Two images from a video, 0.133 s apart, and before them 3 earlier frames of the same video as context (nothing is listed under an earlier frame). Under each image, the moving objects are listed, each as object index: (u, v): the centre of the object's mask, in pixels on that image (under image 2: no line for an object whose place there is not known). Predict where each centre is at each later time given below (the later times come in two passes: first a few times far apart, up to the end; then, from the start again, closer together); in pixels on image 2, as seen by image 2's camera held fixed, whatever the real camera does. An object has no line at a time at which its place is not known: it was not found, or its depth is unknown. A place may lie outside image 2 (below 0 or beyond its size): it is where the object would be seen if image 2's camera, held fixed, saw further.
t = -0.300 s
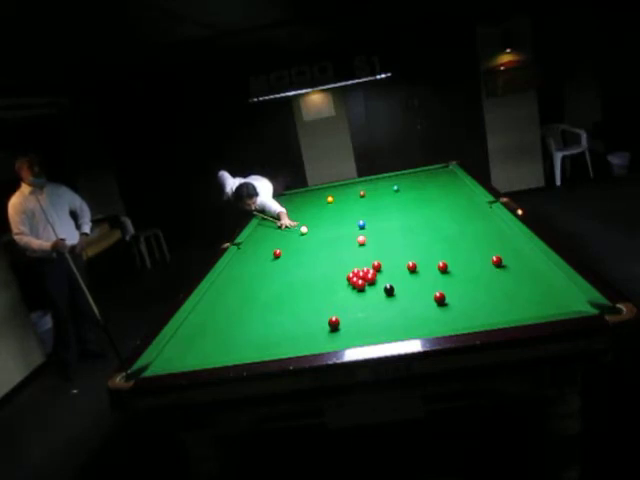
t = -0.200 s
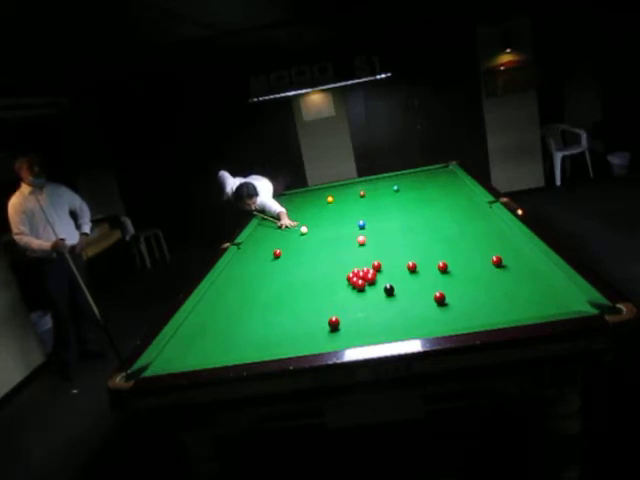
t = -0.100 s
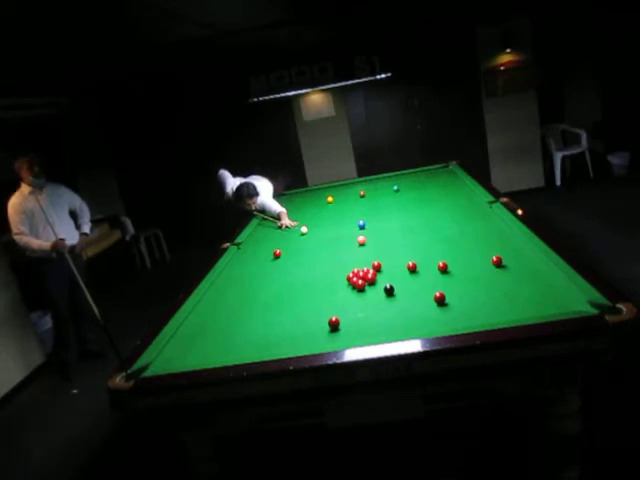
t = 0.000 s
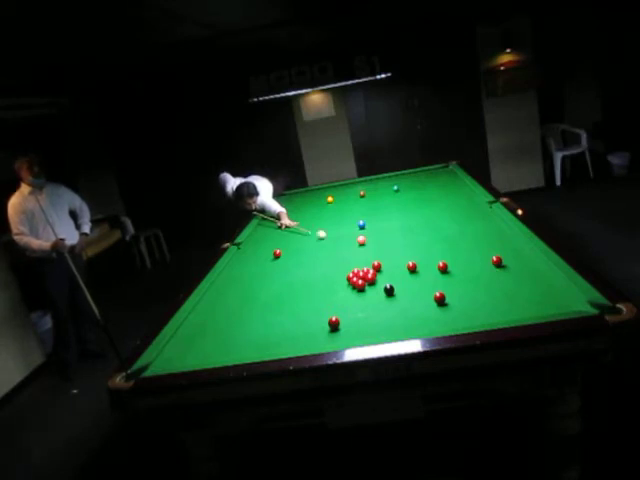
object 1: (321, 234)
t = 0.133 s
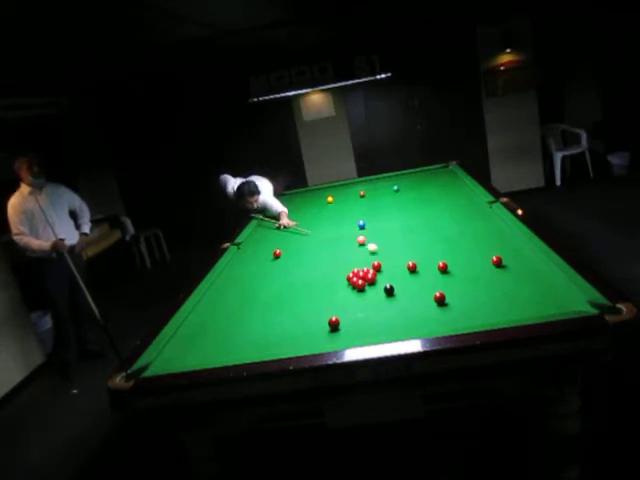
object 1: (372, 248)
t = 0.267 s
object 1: (434, 264)
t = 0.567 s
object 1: (436, 265)
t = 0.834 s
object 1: (436, 265)
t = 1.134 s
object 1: (436, 265)
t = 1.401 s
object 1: (436, 265)
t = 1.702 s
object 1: (436, 265)
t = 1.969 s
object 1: (436, 265)
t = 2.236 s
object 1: (436, 265)
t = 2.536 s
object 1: (436, 265)
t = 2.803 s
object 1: (436, 265)
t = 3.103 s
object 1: (436, 265)
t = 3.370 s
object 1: (435, 265)
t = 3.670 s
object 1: (435, 265)
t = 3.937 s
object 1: (435, 265)
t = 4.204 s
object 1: (435, 265)
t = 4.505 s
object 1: (435, 265)
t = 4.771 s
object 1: (435, 265)
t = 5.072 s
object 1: (435, 265)
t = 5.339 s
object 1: (435, 265)
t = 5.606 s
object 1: (435, 265)
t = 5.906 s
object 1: (435, 265)
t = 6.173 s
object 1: (435, 265)
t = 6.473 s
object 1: (435, 265)
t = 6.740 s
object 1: (435, 265)
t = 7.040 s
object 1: (435, 265)
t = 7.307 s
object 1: (435, 265)
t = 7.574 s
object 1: (435, 265)
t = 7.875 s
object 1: (435, 265)
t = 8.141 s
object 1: (435, 265)
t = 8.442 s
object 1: (435, 265)
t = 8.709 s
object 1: (435, 265)
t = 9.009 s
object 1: (436, 265)
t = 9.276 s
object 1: (436, 265)
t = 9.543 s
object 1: (435, 265)
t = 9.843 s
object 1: (436, 265)
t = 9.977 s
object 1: (435, 265)
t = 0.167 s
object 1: (386, 251)
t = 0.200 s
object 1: (402, 255)
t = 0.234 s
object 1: (418, 260)
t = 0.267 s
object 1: (434, 264)
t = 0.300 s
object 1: (436, 265)
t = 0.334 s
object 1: (436, 265)
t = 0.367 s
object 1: (436, 265)
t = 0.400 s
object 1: (436, 265)
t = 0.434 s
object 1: (436, 265)
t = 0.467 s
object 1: (436, 265)
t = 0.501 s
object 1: (436, 265)
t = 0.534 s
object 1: (436, 265)
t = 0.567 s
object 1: (436, 265)
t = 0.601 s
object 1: (436, 265)
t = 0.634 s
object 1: (436, 265)
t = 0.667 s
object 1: (436, 265)
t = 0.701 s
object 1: (436, 265)
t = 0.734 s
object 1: (436, 265)
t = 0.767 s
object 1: (436, 265)
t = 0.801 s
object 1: (436, 265)
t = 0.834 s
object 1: (436, 265)
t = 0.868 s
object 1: (436, 265)
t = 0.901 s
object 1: (436, 265)
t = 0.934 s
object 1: (436, 265)
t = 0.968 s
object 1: (436, 265)
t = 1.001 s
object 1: (436, 265)
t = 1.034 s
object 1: (436, 265)
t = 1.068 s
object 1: (436, 265)
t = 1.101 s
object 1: (436, 265)
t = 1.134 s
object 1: (436, 265)
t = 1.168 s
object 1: (436, 265)
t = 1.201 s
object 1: (436, 265)
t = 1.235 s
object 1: (436, 265)
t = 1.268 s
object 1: (436, 265)
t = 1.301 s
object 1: (436, 265)
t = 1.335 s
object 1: (436, 265)
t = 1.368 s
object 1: (436, 265)
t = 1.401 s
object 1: (436, 265)
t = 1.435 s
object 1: (436, 265)
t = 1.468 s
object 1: (436, 265)
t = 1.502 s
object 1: (436, 265)
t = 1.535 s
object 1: (436, 265)
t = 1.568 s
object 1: (436, 265)
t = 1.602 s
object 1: (436, 265)
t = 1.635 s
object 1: (436, 265)
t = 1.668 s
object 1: (436, 265)
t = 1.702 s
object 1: (436, 265)
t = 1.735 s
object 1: (436, 265)
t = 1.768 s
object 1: (436, 265)
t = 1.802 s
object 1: (436, 265)
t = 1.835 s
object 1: (436, 265)
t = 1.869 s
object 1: (436, 265)
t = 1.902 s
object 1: (436, 265)
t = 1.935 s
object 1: (436, 265)
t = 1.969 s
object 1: (436, 265)
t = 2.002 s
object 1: (436, 265)
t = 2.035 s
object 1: (436, 265)
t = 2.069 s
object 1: (436, 265)
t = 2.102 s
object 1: (436, 265)
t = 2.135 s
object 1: (436, 265)
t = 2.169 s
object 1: (436, 265)
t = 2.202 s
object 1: (436, 265)
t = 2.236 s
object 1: (436, 265)
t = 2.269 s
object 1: (436, 265)
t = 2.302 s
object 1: (436, 265)
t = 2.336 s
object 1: (436, 265)
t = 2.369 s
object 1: (436, 265)
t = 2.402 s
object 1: (436, 265)
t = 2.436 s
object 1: (436, 265)
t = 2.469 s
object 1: (436, 265)
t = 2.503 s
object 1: (436, 265)
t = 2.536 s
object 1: (436, 265)
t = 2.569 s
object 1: (436, 265)
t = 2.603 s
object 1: (436, 265)
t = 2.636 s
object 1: (436, 265)
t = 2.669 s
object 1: (436, 265)
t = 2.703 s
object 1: (436, 265)
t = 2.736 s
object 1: (436, 265)
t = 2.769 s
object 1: (436, 265)
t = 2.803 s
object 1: (436, 265)
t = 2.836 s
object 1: (436, 265)
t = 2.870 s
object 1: (436, 265)
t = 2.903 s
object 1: (436, 265)
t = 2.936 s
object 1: (436, 265)
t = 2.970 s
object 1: (436, 265)
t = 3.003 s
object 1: (436, 265)
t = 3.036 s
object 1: (436, 265)
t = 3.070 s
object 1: (436, 265)
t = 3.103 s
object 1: (436, 265)
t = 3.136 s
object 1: (436, 265)
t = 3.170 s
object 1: (436, 265)
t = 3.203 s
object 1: (436, 265)
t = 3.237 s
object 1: (436, 265)
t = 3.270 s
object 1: (436, 265)
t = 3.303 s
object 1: (436, 265)
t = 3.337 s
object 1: (436, 265)
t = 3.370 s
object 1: (435, 265)
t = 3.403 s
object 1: (435, 265)
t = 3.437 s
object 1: (435, 265)
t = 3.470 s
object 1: (435, 265)
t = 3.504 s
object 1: (435, 265)
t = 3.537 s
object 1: (435, 265)
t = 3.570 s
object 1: (435, 265)
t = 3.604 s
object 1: (435, 265)
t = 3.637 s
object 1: (435, 265)
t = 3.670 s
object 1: (435, 265)
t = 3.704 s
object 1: (435, 265)
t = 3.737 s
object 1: (435, 265)
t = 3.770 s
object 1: (435, 265)
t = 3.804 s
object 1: (435, 265)
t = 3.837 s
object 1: (435, 265)
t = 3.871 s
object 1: (435, 265)
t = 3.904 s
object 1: (435, 265)
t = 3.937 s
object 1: (435, 265)
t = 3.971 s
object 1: (435, 265)
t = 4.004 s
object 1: (435, 265)
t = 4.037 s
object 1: (435, 265)
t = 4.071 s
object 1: (435, 265)
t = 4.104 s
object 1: (435, 265)
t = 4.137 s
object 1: (435, 265)
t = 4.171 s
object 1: (435, 265)
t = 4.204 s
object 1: (435, 265)
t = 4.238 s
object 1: (435, 265)
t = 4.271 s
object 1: (435, 265)
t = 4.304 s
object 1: (435, 265)
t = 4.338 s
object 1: (435, 265)
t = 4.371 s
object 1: (435, 265)
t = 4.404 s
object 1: (435, 265)
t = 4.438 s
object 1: (435, 265)
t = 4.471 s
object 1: (435, 265)
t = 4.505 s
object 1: (435, 265)
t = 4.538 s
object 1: (435, 265)
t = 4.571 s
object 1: (435, 265)
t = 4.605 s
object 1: (435, 265)
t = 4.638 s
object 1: (435, 265)
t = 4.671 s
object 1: (435, 265)
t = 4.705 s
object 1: (435, 265)
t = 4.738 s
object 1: (435, 265)
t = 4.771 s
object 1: (435, 265)
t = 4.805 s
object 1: (435, 265)
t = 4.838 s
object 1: (435, 265)
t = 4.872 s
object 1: (435, 265)
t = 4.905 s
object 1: (435, 265)
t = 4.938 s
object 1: (435, 265)
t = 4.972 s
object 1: (435, 265)
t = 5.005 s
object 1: (435, 265)
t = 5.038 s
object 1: (435, 265)
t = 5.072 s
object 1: (435, 265)
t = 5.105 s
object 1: (435, 265)
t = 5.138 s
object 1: (435, 265)
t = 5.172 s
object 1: (435, 265)
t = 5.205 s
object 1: (435, 265)
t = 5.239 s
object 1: (435, 265)
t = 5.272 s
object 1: (435, 265)
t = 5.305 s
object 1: (435, 265)
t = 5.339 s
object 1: (435, 265)
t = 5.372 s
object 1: (435, 265)
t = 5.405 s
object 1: (435, 265)
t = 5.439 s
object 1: (435, 265)
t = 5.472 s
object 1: (435, 265)
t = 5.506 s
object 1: (435, 265)
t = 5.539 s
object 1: (435, 265)
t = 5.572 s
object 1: (435, 265)
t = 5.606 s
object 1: (435, 265)
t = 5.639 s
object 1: (435, 265)
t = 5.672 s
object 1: (435, 265)
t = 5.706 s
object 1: (435, 265)
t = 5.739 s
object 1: (435, 265)
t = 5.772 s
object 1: (435, 265)
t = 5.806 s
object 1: (435, 265)
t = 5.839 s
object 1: (435, 265)
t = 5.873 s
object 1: (435, 265)
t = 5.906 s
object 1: (435, 265)
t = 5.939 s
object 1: (435, 265)
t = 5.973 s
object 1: (435, 265)
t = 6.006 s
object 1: (435, 265)
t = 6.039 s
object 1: (435, 265)
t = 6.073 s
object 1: (435, 265)
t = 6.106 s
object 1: (435, 265)
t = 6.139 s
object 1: (435, 265)
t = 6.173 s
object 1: (435, 265)
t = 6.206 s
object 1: (435, 265)
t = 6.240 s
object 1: (435, 265)
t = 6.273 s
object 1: (435, 265)
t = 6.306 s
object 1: (435, 265)
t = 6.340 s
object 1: (435, 265)
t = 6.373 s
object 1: (435, 265)
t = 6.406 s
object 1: (435, 265)
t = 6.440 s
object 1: (435, 265)
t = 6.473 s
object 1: (435, 265)
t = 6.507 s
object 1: (435, 265)
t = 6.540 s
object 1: (435, 265)
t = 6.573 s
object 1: (435, 265)
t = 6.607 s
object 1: (435, 265)
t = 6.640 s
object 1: (435, 265)
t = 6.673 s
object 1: (435, 265)
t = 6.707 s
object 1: (435, 265)
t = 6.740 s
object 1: (435, 265)
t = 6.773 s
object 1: (435, 265)
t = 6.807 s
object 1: (435, 265)
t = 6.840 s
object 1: (435, 265)
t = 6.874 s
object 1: (435, 265)
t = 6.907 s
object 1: (435, 265)
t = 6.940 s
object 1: (435, 265)
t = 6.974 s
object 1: (435, 265)
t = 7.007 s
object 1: (435, 265)
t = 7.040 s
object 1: (435, 265)
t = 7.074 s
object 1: (435, 265)
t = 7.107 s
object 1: (435, 265)
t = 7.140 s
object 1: (435, 265)
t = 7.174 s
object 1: (435, 265)
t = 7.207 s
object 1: (435, 265)
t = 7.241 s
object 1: (435, 265)
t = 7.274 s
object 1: (435, 265)
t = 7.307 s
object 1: (435, 265)
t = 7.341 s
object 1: (435, 265)
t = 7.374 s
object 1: (435, 265)
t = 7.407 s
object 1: (435, 265)
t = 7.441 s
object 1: (435, 265)
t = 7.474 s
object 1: (435, 265)
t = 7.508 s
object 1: (435, 265)
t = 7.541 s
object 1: (435, 265)
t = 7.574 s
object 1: (435, 265)
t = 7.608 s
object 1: (435, 265)
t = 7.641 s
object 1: (435, 265)
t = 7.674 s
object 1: (435, 265)
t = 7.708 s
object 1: (435, 265)
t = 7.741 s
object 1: (435, 265)
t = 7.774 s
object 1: (435, 265)
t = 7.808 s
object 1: (435, 265)
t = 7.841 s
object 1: (435, 265)
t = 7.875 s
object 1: (435, 265)
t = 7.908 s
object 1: (435, 265)
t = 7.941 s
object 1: (435, 265)
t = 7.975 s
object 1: (435, 265)
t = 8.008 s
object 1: (435, 265)
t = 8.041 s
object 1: (435, 265)
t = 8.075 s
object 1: (435, 265)
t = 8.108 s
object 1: (435, 265)
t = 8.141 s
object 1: (435, 265)
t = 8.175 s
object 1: (435, 265)
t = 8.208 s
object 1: (435, 265)
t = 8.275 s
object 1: (435, 265)
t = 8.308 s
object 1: (435, 265)
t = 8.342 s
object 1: (435, 265)
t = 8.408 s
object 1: (435, 265)
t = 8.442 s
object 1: (435, 265)
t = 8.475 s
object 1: (435, 265)
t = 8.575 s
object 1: (435, 265)
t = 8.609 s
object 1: (435, 265)
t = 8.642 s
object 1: (435, 265)
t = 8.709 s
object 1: (435, 265)
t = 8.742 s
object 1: (435, 265)
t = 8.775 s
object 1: (436, 265)
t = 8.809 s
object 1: (435, 265)
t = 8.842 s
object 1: (435, 265)
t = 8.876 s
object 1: (436, 265)
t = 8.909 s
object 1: (436, 265)
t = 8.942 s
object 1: (436, 265)
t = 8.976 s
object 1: (436, 265)
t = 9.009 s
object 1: (436, 265)
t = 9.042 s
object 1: (436, 265)
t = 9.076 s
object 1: (436, 265)
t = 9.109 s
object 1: (436, 265)
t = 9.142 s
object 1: (436, 265)
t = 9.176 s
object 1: (436, 265)
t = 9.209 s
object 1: (436, 265)
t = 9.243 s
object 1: (436, 265)
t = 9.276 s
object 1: (436, 265)
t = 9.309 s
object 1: (436, 265)
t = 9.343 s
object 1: (436, 265)
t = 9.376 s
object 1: (436, 265)
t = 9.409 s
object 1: (436, 265)
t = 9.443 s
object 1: (436, 265)
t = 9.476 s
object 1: (436, 265)
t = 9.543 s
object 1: (435, 265)
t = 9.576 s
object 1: (436, 265)
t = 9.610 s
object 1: (436, 265)
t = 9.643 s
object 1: (436, 265)
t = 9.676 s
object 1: (435, 265)
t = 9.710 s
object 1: (436, 265)
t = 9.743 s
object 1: (436, 265)
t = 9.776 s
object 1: (436, 265)
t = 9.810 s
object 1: (435, 265)
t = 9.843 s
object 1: (436, 265)
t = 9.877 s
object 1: (436, 265)
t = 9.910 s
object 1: (436, 265)
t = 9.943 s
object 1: (435, 265)
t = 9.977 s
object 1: (435, 265)
